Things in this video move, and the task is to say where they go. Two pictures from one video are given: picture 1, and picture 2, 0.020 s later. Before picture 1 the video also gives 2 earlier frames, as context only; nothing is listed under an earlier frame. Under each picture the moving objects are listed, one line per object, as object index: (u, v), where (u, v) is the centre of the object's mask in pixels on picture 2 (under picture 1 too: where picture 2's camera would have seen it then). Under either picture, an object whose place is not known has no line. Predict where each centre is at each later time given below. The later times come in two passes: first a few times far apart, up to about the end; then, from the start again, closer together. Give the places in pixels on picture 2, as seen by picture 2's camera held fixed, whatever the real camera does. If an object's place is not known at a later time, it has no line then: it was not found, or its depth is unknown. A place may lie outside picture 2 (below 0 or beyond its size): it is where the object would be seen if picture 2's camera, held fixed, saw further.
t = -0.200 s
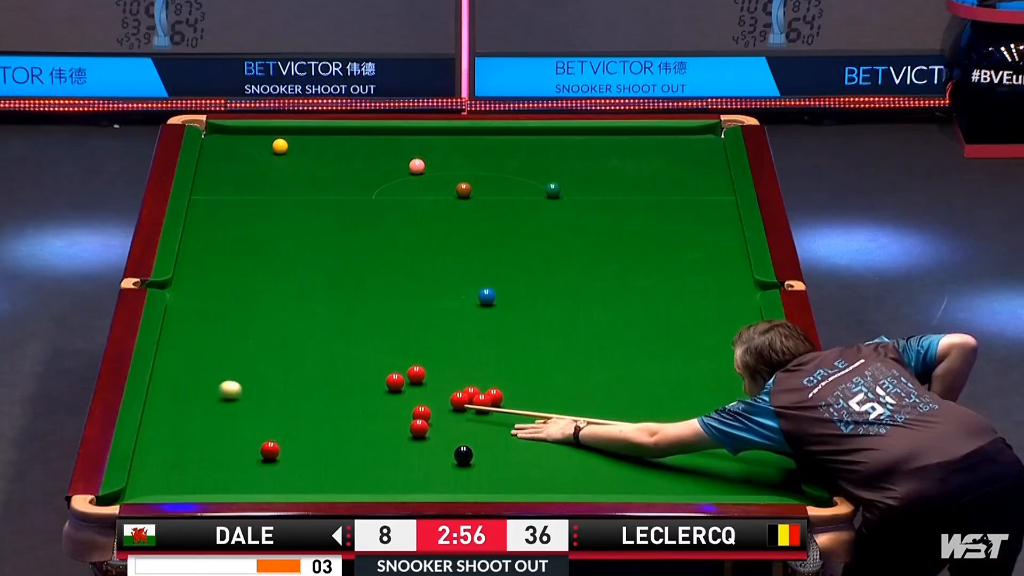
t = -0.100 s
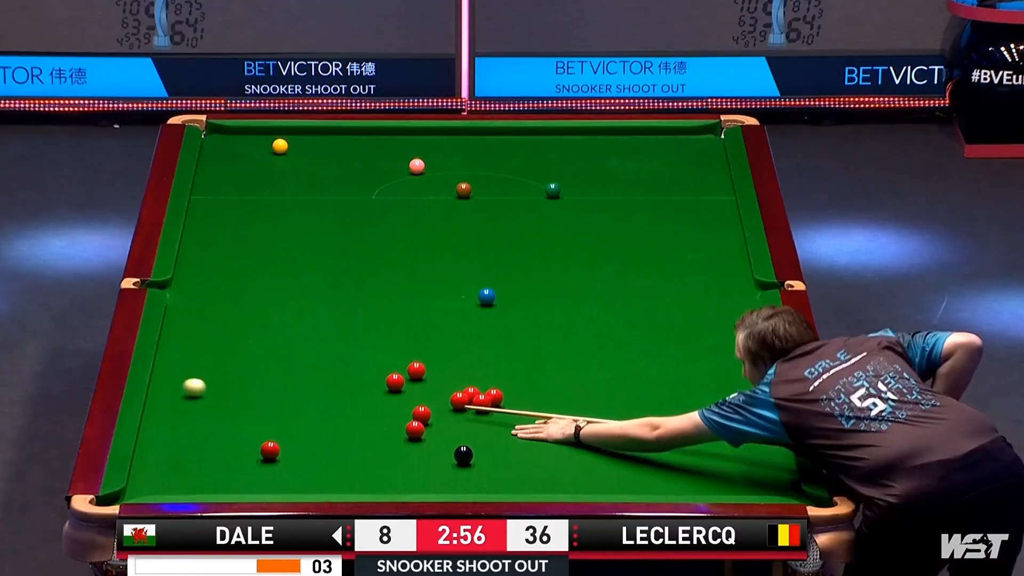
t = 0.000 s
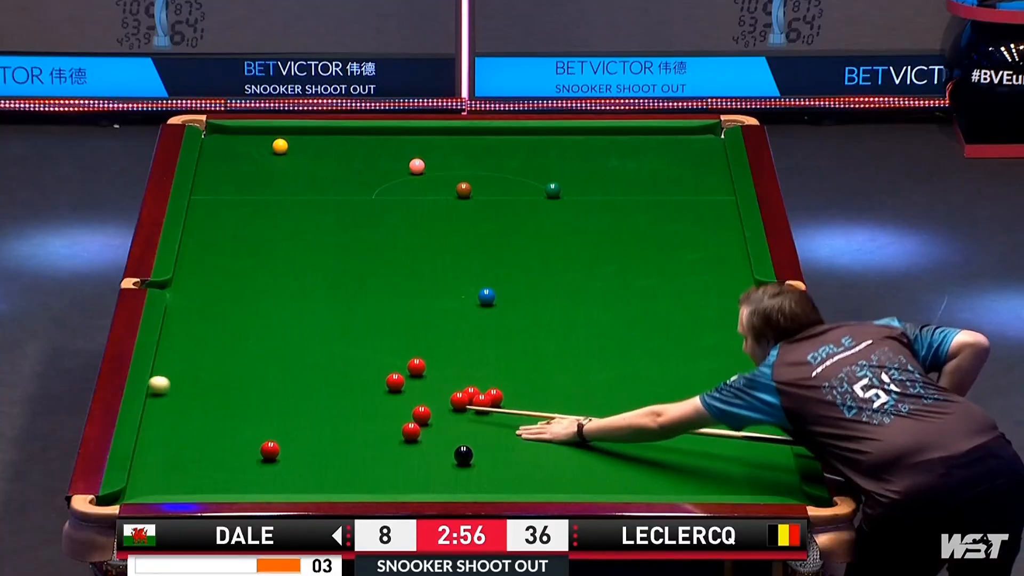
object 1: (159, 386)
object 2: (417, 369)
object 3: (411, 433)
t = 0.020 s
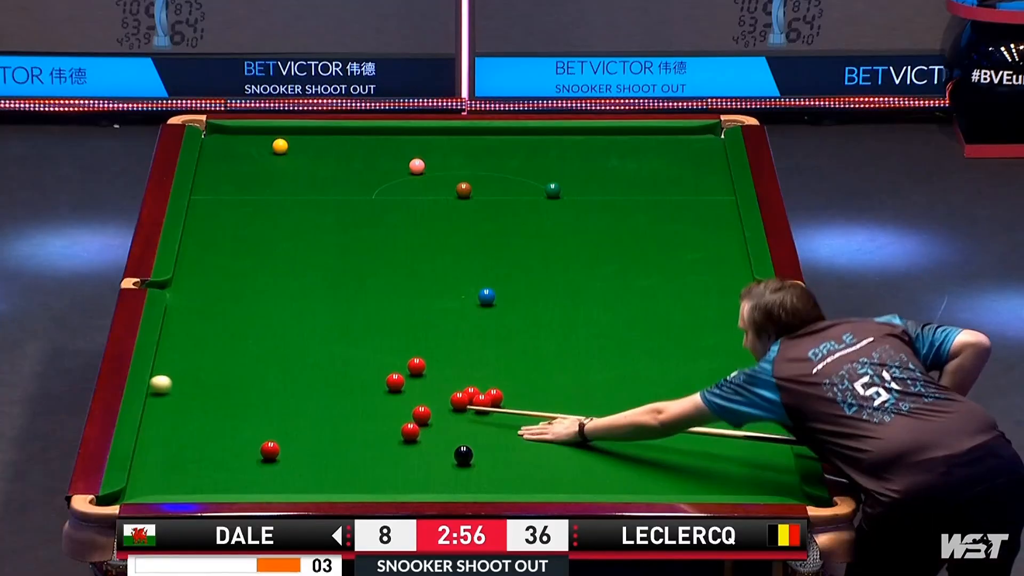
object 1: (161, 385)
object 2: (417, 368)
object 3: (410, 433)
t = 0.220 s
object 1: (213, 378)
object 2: (417, 361)
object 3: (403, 435)
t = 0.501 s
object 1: (270, 368)
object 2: (417, 350)
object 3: (394, 439)
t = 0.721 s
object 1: (312, 362)
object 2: (417, 344)
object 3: (387, 441)
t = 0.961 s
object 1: (355, 354)
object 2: (417, 338)
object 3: (382, 443)
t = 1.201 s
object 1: (397, 347)
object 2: (416, 332)
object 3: (377, 445)
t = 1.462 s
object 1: (440, 340)
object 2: (415, 326)
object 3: (372, 446)
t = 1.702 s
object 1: (476, 335)
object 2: (414, 322)
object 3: (369, 448)
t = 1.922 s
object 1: (510, 328)
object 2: (413, 318)
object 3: (367, 449)
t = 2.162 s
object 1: (544, 322)
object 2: (413, 313)
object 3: (367, 449)
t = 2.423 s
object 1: (579, 317)
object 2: (413, 308)
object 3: (366, 449)
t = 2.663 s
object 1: (610, 312)
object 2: (412, 306)
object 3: (366, 449)
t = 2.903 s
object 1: (638, 307)
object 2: (412, 302)
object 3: (367, 449)
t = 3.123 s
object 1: (664, 303)
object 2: (411, 304)
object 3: (366, 449)
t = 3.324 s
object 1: (685, 300)
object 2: (411, 302)
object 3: (366, 449)
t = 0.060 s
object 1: (174, 384)
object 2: (417, 367)
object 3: (409, 433)
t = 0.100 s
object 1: (185, 382)
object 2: (417, 365)
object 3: (407, 434)
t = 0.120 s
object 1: (191, 381)
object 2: (417, 364)
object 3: (406, 434)
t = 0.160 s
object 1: (200, 380)
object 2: (417, 363)
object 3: (405, 434)
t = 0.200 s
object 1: (209, 379)
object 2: (417, 362)
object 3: (404, 435)
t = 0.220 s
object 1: (213, 378)
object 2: (417, 361)
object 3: (403, 435)
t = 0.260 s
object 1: (222, 376)
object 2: (417, 360)
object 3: (401, 436)
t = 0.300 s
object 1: (230, 375)
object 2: (417, 358)
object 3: (400, 436)
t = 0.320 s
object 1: (234, 374)
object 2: (417, 357)
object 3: (400, 436)
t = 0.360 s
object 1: (242, 373)
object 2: (417, 356)
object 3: (398, 437)
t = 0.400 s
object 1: (250, 372)
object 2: (417, 355)
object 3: (397, 438)
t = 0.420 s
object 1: (254, 371)
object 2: (417, 354)
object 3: (396, 438)
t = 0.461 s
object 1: (262, 370)
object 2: (417, 353)
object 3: (395, 438)
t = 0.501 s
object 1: (270, 368)
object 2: (417, 350)
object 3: (394, 439)
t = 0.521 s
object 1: (273, 368)
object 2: (417, 348)
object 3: (393, 439)
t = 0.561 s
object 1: (281, 367)
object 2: (417, 348)
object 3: (392, 439)
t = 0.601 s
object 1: (289, 366)
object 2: (417, 349)
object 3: (391, 439)
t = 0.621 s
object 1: (293, 365)
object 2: (416, 349)
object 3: (390, 440)
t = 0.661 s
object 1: (300, 364)
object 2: (417, 346)
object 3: (389, 440)
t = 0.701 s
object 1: (308, 362)
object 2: (417, 345)
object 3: (388, 441)
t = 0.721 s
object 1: (312, 362)
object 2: (417, 344)
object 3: (387, 441)
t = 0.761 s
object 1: (319, 360)
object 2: (417, 343)
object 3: (386, 441)
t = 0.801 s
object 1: (326, 359)
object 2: (417, 342)
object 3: (385, 442)
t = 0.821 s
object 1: (330, 359)
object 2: (417, 341)
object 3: (385, 442)
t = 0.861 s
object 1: (337, 357)
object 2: (417, 341)
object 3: (384, 442)
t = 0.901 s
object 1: (344, 356)
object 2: (416, 340)
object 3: (383, 442)
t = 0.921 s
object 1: (348, 356)
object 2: (417, 339)
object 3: (382, 443)
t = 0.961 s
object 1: (355, 354)
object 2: (417, 338)
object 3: (382, 443)
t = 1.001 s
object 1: (362, 353)
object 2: (416, 337)
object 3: (380, 444)
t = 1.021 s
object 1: (366, 352)
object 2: (416, 336)
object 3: (380, 443)
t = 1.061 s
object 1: (373, 351)
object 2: (416, 335)
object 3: (379, 444)
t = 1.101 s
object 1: (380, 350)
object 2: (416, 334)
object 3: (378, 444)
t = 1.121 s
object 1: (383, 350)
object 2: (416, 334)
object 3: (378, 444)
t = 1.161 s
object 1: (390, 349)
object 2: (416, 333)
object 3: (377, 444)
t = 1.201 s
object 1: (397, 347)
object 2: (416, 332)
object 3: (377, 445)
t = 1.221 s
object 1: (400, 347)
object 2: (416, 331)
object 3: (376, 445)
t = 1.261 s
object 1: (407, 346)
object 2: (417, 330)
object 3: (375, 445)
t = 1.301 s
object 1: (413, 345)
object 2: (416, 328)
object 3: (375, 445)
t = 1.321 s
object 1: (417, 344)
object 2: (416, 328)
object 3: (374, 445)
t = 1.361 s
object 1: (424, 343)
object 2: (415, 327)
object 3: (374, 446)
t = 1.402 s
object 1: (430, 342)
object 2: (415, 327)
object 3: (373, 446)
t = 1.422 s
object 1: (433, 341)
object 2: (415, 327)
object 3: (373, 446)
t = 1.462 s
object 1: (440, 340)
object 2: (415, 326)
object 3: (372, 446)
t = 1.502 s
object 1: (446, 339)
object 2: (415, 325)
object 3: (372, 447)
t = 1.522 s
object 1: (449, 339)
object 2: (415, 325)
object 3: (371, 447)
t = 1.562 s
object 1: (455, 338)
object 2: (415, 324)
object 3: (371, 447)
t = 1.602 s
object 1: (461, 338)
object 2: (414, 324)
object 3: (371, 447)
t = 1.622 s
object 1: (464, 338)
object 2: (414, 323)
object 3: (370, 447)
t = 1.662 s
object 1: (470, 338)
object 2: (414, 323)
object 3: (370, 447)
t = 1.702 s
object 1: (476, 335)
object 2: (414, 322)
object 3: (369, 448)
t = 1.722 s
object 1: (481, 333)
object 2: (414, 322)
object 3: (369, 448)
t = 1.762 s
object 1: (486, 332)
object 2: (413, 322)
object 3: (369, 448)
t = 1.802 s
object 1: (493, 328)
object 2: (413, 322)
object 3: (368, 448)
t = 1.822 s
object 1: (496, 328)
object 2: (413, 322)
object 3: (368, 448)
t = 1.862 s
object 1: (502, 329)
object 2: (413, 321)
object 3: (368, 448)
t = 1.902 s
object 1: (507, 328)
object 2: (413, 319)
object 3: (368, 448)
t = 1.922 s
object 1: (510, 328)
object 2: (413, 318)
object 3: (367, 449)
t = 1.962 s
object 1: (516, 327)
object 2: (413, 318)
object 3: (367, 449)
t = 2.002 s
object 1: (522, 326)
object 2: (413, 318)
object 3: (367, 449)
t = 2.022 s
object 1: (525, 326)
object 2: (414, 314)
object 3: (367, 449)
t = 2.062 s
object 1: (530, 325)
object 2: (414, 314)
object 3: (367, 449)
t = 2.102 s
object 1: (536, 324)
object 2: (413, 314)
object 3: (367, 449)
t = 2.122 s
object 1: (539, 323)
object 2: (413, 313)
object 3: (367, 449)
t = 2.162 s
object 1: (544, 322)
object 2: (413, 313)
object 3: (367, 449)
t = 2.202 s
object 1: (550, 321)
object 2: (413, 312)
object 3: (366, 449)
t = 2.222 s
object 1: (552, 321)
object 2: (413, 311)
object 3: (367, 449)
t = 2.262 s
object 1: (558, 320)
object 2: (414, 309)
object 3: (366, 449)
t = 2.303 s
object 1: (563, 319)
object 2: (413, 311)
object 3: (366, 449)
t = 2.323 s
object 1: (566, 319)
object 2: (413, 311)
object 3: (366, 449)
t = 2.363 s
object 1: (571, 318)
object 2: (413, 308)
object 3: (366, 449)
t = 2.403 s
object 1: (576, 317)
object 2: (413, 308)
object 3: (366, 449)
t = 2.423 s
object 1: (579, 317)
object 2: (413, 308)
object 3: (366, 449)
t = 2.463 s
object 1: (584, 316)
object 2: (412, 307)
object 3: (366, 449)
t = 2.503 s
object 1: (589, 315)
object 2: (412, 307)
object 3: (366, 449)
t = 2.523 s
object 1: (592, 315)
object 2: (412, 307)
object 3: (366, 449)
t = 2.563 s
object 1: (597, 314)
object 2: (412, 307)
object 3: (366, 449)
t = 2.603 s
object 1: (602, 313)
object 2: (412, 307)
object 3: (366, 449)
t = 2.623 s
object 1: (605, 312)
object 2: (412, 306)
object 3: (367, 449)
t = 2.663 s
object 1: (610, 312)
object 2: (412, 306)
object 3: (366, 449)
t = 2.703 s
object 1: (615, 311)
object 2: (412, 306)
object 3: (366, 449)
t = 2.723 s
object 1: (617, 311)
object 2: (412, 306)
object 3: (367, 449)
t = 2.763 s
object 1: (622, 310)
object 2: (412, 306)
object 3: (366, 449)
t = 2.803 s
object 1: (627, 309)
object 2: (412, 306)
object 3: (367, 449)
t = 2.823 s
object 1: (629, 309)
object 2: (412, 306)
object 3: (366, 449)
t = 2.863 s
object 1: (634, 308)
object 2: (412, 305)
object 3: (366, 449)
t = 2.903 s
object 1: (638, 307)
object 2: (412, 302)
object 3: (367, 449)
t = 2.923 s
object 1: (641, 307)
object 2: (412, 300)
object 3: (367, 449)
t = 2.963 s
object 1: (645, 306)
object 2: (411, 305)
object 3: (366, 449)
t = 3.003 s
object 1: (650, 305)
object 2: (411, 305)
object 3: (366, 449)
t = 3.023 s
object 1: (652, 305)
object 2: (411, 304)
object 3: (366, 449)
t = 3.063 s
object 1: (657, 304)
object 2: (411, 304)
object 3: (366, 449)
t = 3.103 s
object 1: (661, 304)
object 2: (411, 304)
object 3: (366, 449)
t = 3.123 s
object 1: (664, 303)
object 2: (411, 304)
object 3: (366, 449)
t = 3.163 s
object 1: (668, 300)
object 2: (411, 304)
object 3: (366, 449)
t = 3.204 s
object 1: (672, 302)
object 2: (411, 304)
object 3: (366, 449)
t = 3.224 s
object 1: (674, 301)
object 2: (411, 303)
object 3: (366, 449)
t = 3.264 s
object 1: (679, 301)
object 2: (411, 303)
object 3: (366, 449)
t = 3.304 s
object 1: (683, 300)
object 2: (411, 302)
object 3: (366, 449)
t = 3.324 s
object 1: (685, 300)
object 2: (411, 302)
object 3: (366, 449)
